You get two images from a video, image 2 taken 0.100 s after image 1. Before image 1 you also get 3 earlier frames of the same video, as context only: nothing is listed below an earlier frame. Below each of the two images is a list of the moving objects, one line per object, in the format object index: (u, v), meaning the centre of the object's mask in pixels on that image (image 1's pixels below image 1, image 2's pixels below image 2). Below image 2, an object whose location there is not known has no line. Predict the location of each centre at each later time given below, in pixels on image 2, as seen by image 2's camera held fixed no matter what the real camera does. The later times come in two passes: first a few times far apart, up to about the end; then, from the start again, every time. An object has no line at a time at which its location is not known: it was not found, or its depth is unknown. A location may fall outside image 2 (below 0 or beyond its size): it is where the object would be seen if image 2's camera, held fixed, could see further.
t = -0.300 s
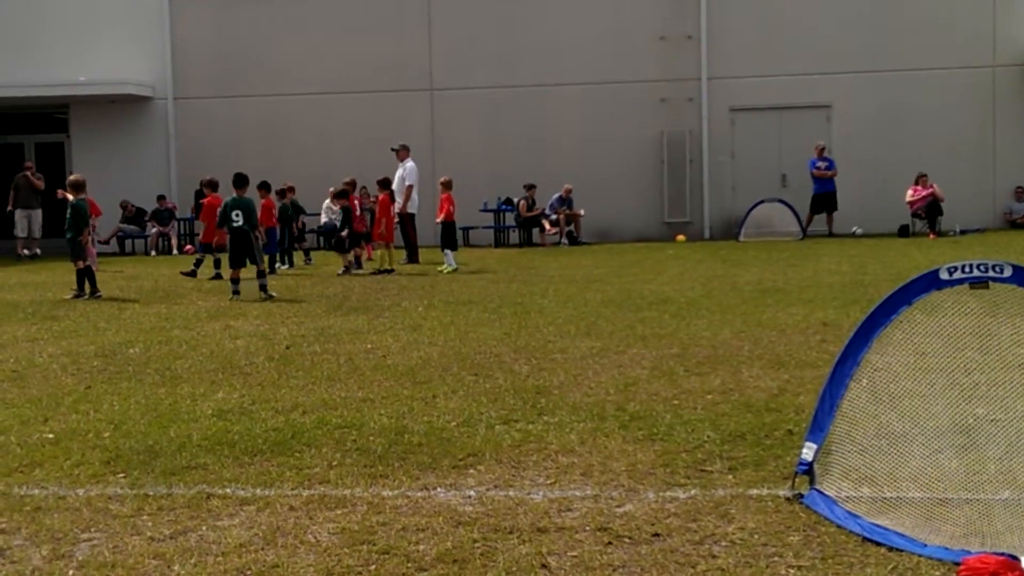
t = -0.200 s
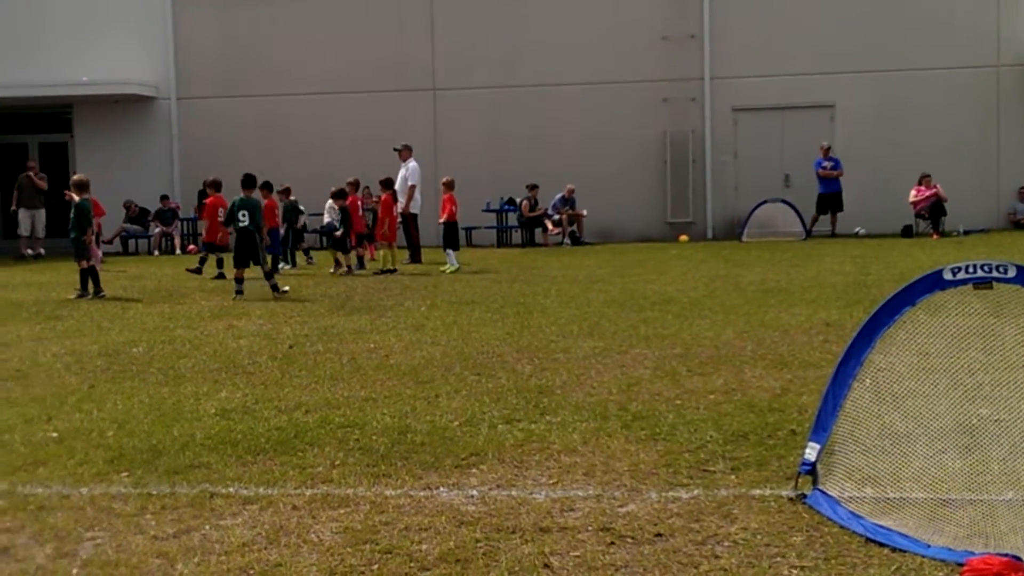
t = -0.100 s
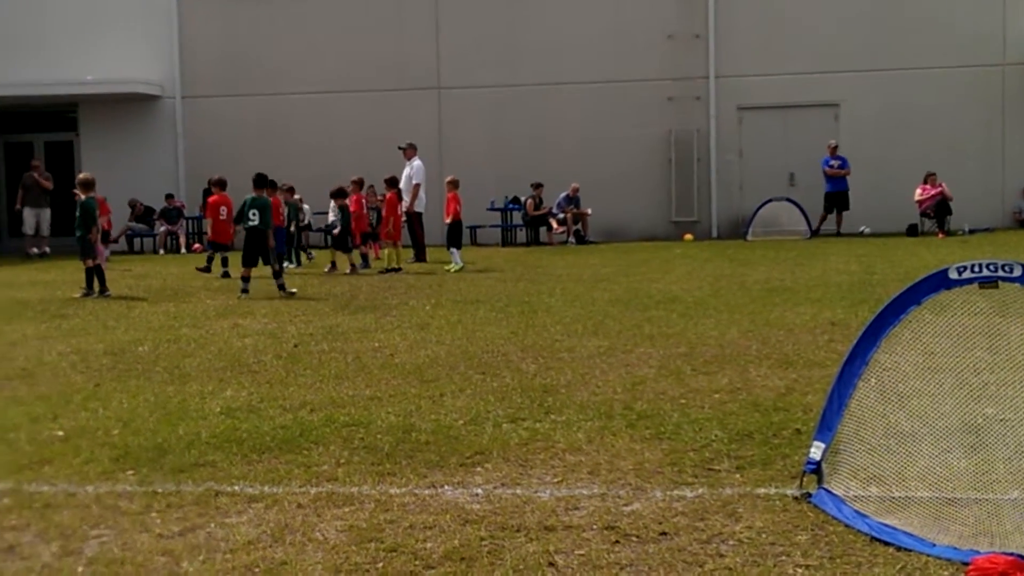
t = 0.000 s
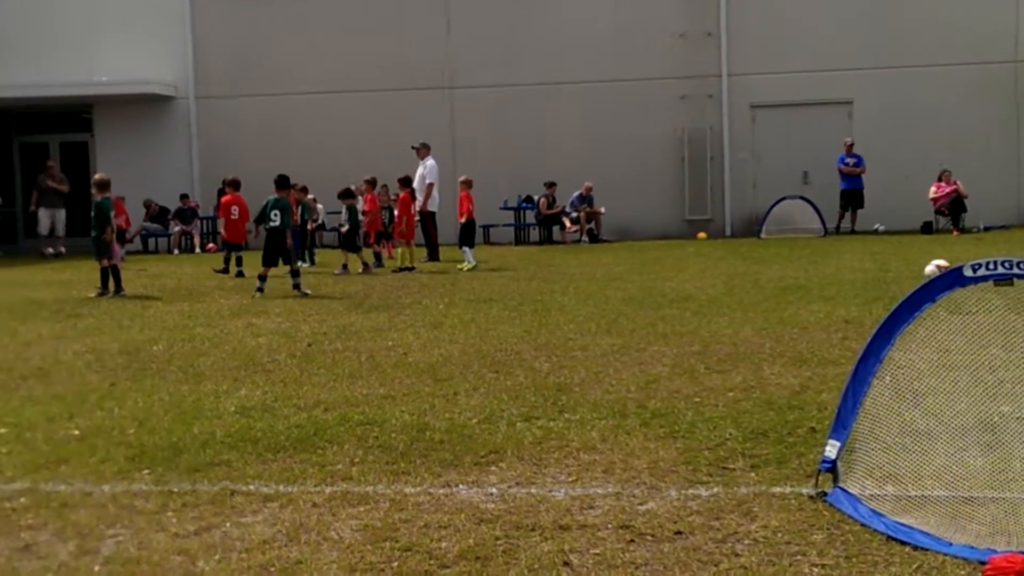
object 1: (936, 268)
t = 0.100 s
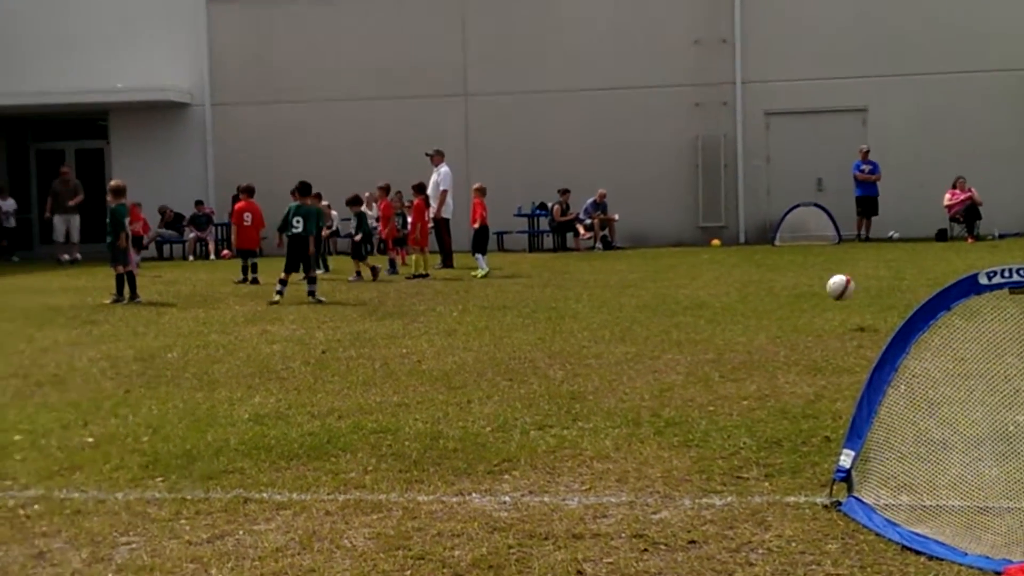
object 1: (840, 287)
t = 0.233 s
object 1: (678, 323)
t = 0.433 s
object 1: (445, 340)
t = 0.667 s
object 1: (169, 373)
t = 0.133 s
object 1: (802, 293)
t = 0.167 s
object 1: (761, 301)
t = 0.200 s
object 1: (720, 311)
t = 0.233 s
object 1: (678, 323)
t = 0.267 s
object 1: (635, 334)
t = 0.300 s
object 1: (599, 332)
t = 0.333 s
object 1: (562, 331)
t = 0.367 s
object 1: (524, 332)
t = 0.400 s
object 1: (484, 336)
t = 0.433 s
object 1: (445, 340)
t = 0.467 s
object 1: (404, 347)
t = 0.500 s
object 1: (363, 357)
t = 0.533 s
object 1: (324, 362)
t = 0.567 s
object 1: (286, 361)
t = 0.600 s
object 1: (247, 362)
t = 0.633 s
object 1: (208, 367)
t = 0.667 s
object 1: (169, 373)
